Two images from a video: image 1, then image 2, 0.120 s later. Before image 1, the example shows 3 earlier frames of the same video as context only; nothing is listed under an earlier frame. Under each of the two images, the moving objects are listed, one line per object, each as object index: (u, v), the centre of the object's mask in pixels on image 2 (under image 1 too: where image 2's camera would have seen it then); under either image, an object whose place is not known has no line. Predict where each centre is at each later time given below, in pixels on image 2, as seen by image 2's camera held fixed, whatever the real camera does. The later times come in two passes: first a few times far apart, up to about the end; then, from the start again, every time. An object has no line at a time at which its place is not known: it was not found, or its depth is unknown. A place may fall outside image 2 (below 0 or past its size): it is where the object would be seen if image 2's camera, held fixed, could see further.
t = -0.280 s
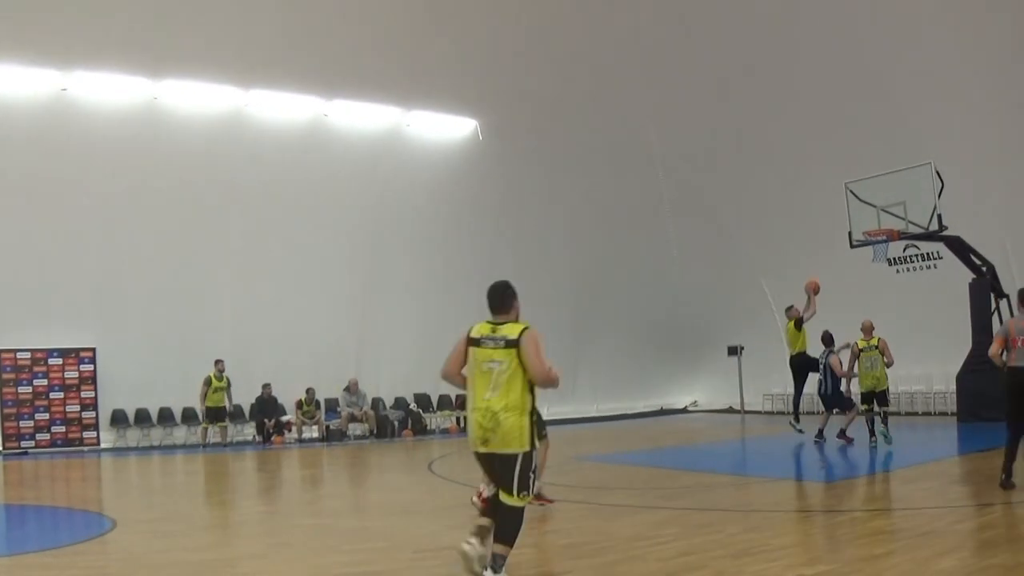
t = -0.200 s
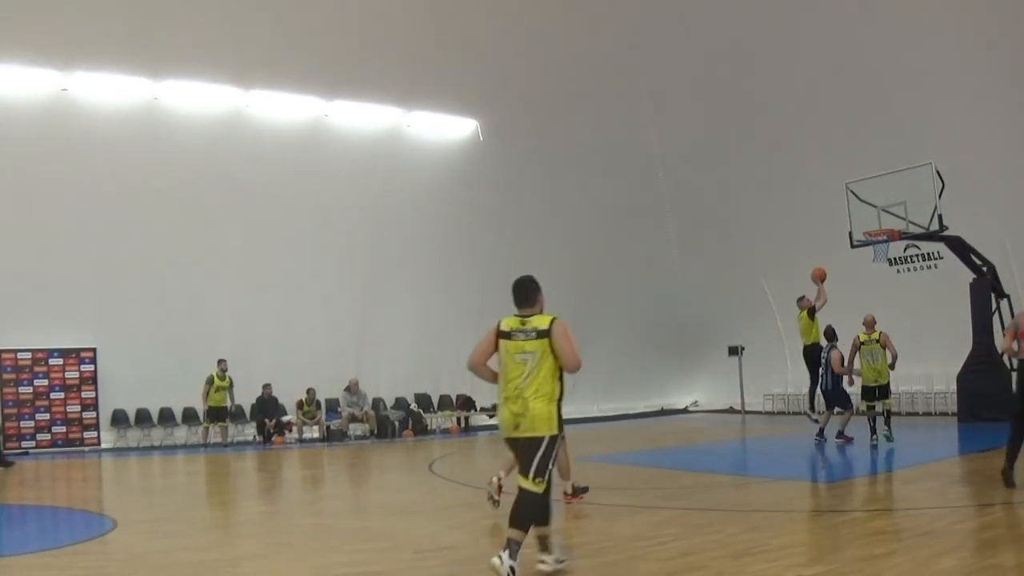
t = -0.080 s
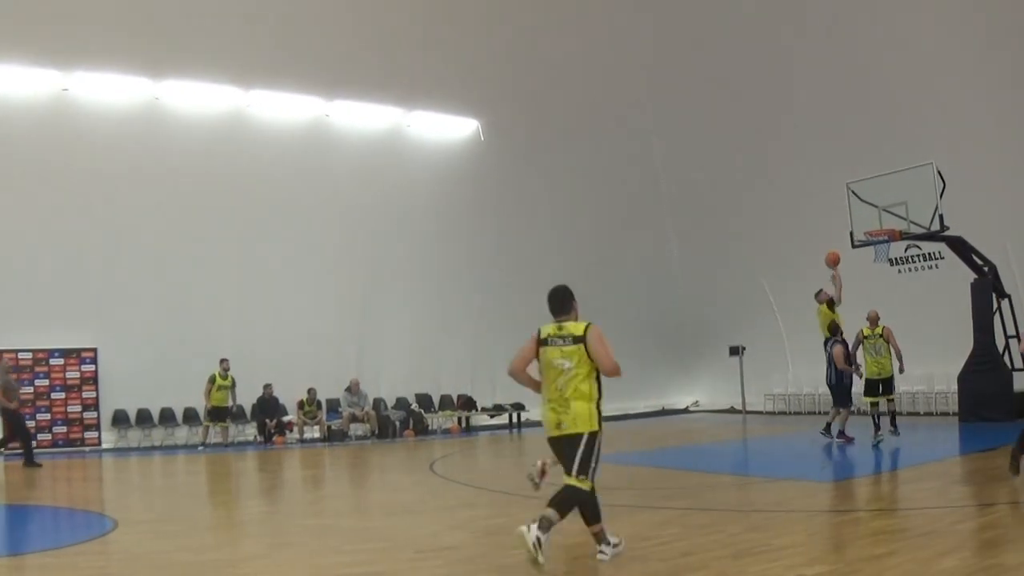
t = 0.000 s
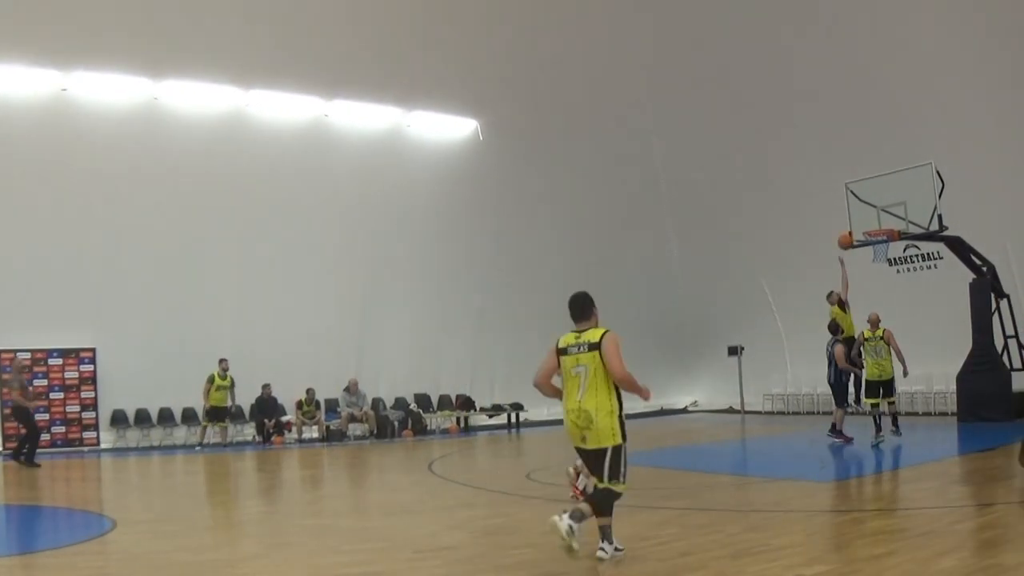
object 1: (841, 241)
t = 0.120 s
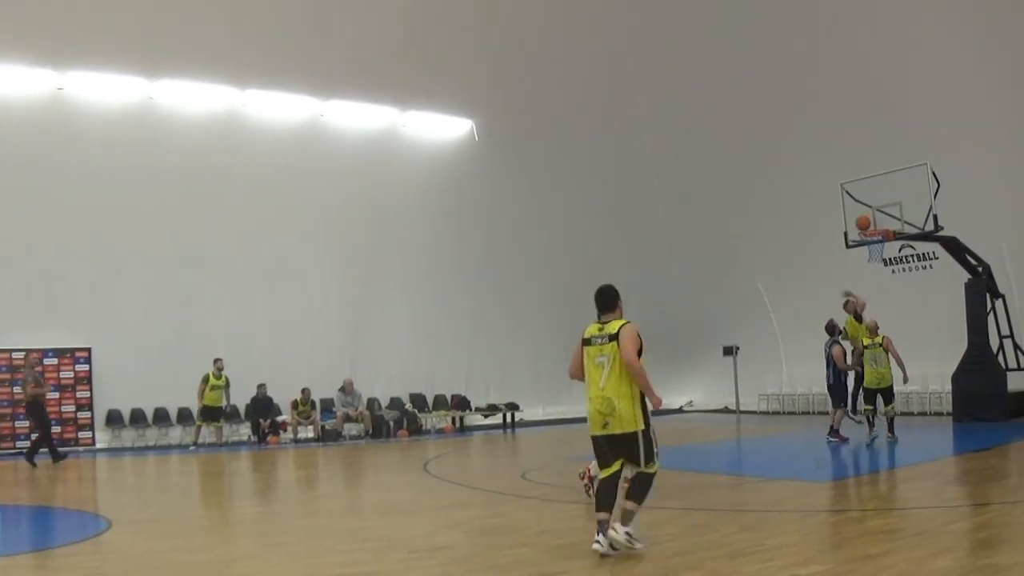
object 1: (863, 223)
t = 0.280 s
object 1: (867, 220)
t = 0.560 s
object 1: (867, 238)
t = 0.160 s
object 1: (868, 219)
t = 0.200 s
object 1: (867, 219)
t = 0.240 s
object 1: (867, 219)
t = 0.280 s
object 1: (867, 220)
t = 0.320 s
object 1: (867, 222)
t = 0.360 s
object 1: (866, 225)
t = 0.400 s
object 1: (866, 228)
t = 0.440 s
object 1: (867, 229)
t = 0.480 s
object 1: (869, 232)
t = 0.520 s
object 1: (868, 235)
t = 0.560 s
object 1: (867, 238)
